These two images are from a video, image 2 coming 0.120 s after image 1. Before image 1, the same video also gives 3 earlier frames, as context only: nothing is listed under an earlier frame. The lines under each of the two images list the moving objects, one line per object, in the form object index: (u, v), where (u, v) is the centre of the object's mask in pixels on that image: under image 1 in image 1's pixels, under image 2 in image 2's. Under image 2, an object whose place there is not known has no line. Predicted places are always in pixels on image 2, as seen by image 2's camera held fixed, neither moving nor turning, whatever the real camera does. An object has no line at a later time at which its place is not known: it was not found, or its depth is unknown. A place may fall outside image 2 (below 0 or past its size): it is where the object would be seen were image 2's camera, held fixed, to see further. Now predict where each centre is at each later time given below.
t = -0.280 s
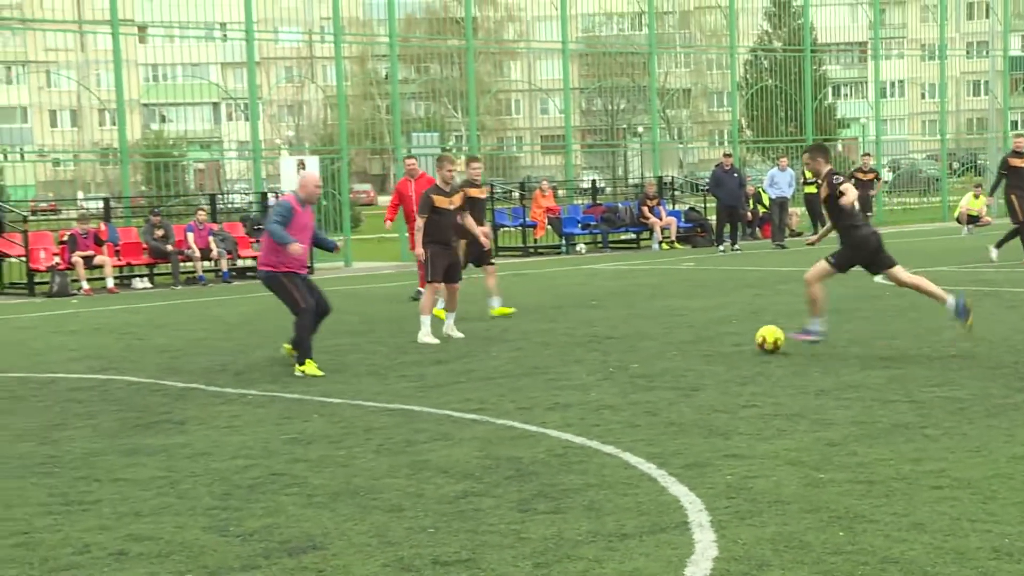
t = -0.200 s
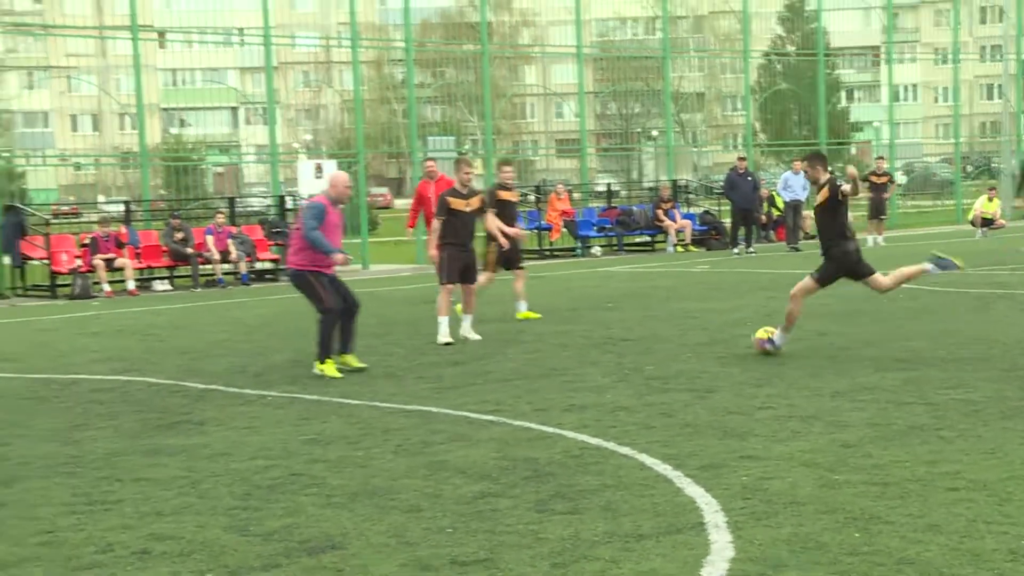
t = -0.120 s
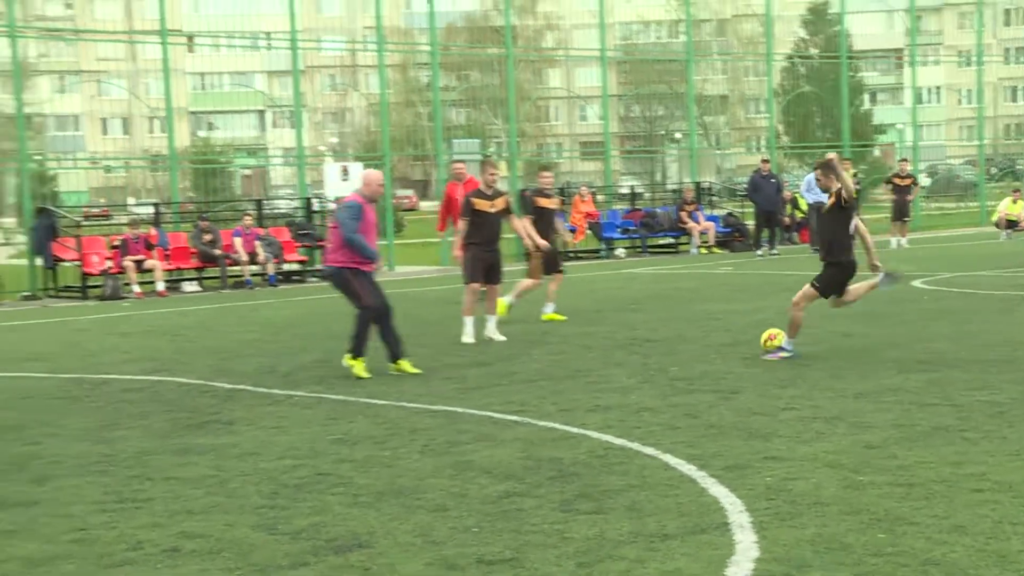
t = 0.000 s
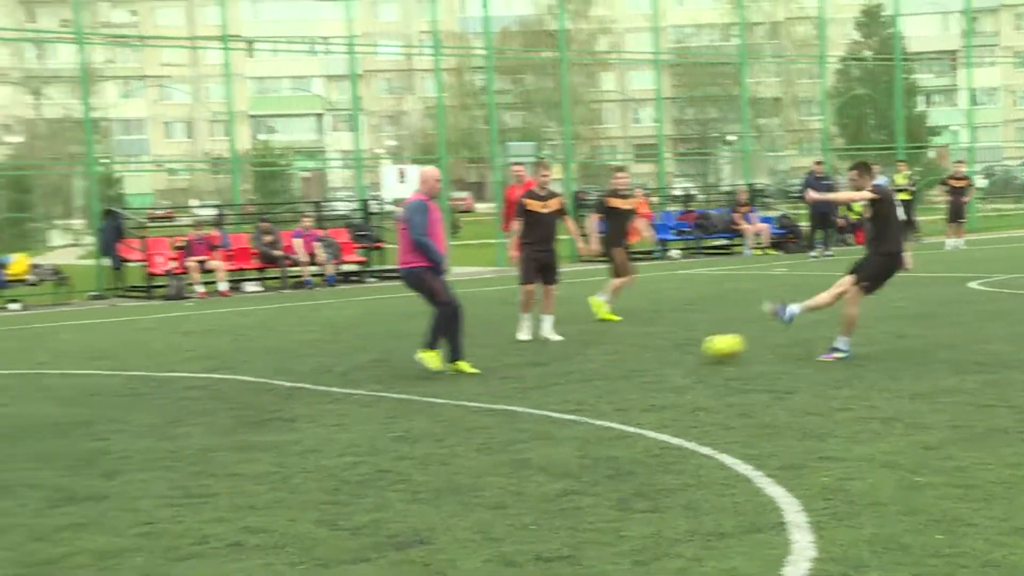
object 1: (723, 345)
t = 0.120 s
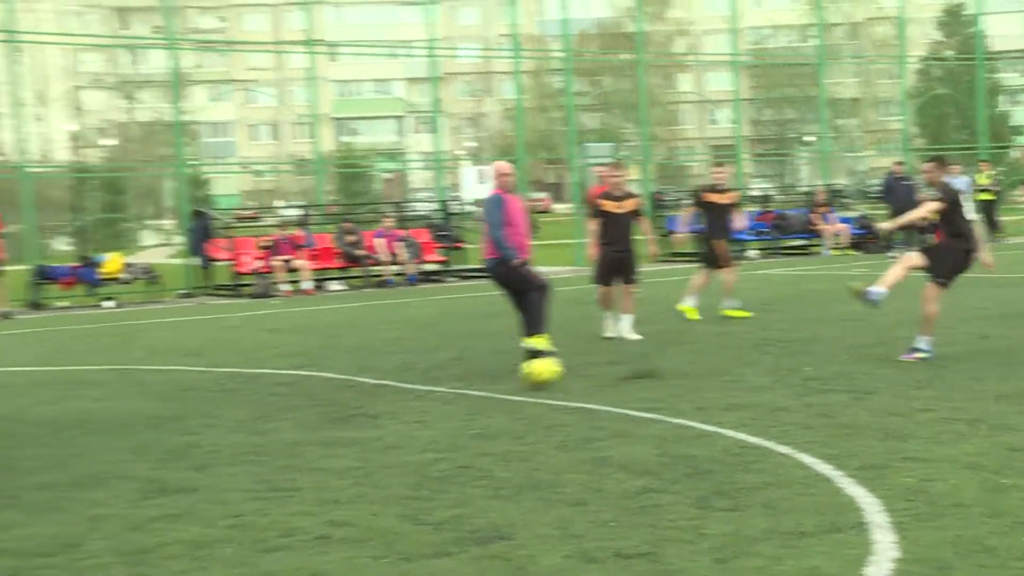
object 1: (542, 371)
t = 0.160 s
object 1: (455, 379)
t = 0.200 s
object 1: (365, 389)
